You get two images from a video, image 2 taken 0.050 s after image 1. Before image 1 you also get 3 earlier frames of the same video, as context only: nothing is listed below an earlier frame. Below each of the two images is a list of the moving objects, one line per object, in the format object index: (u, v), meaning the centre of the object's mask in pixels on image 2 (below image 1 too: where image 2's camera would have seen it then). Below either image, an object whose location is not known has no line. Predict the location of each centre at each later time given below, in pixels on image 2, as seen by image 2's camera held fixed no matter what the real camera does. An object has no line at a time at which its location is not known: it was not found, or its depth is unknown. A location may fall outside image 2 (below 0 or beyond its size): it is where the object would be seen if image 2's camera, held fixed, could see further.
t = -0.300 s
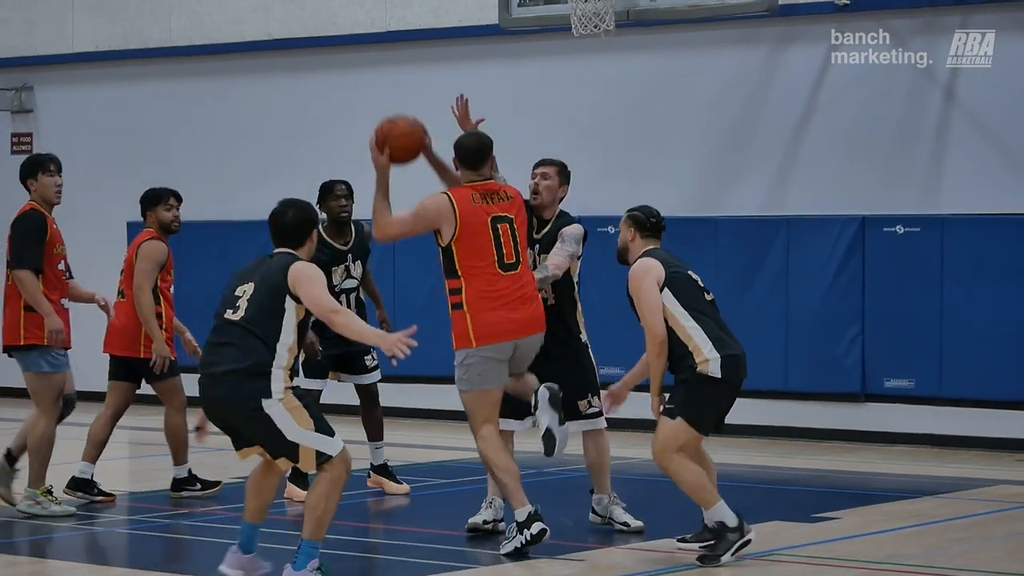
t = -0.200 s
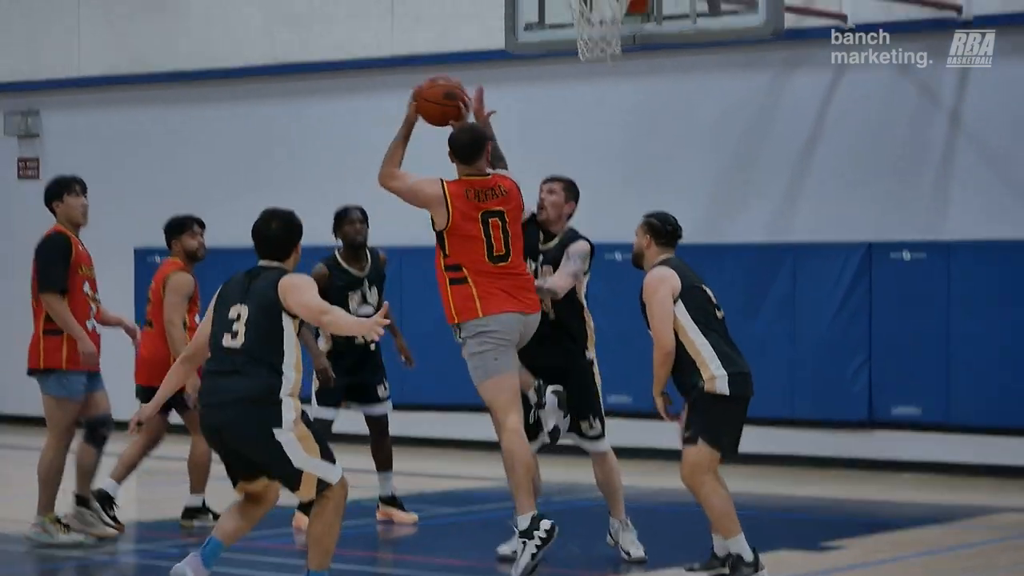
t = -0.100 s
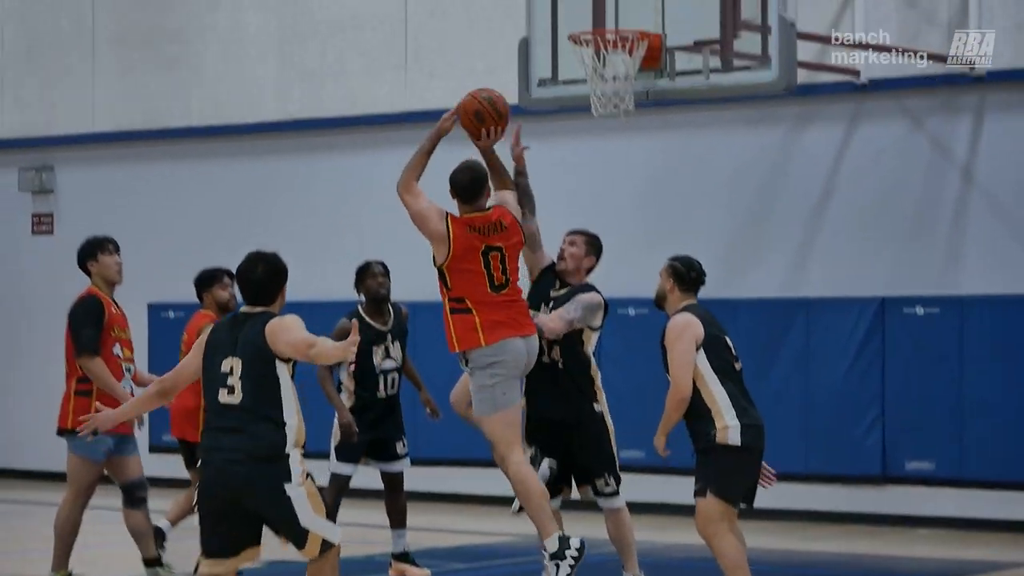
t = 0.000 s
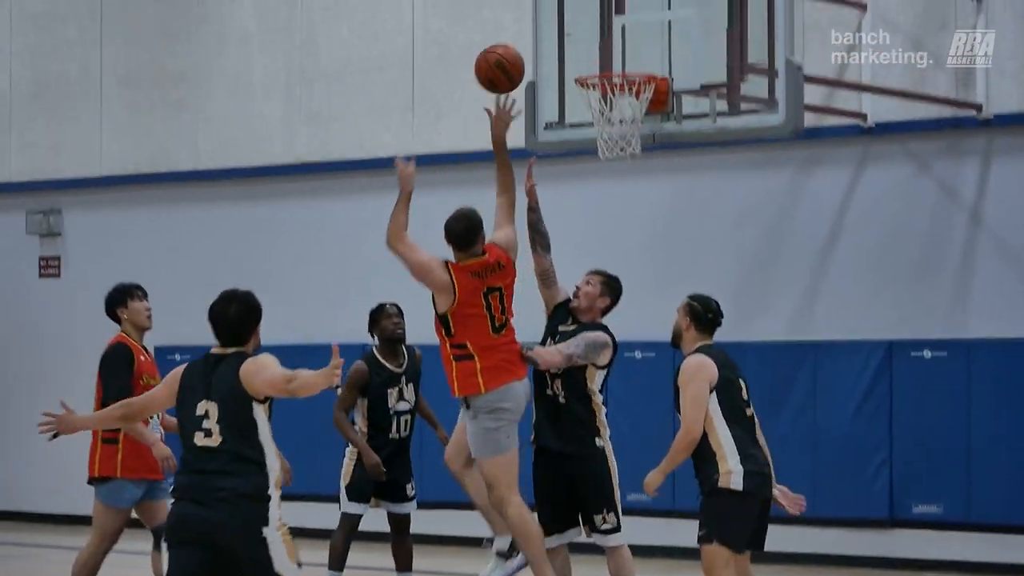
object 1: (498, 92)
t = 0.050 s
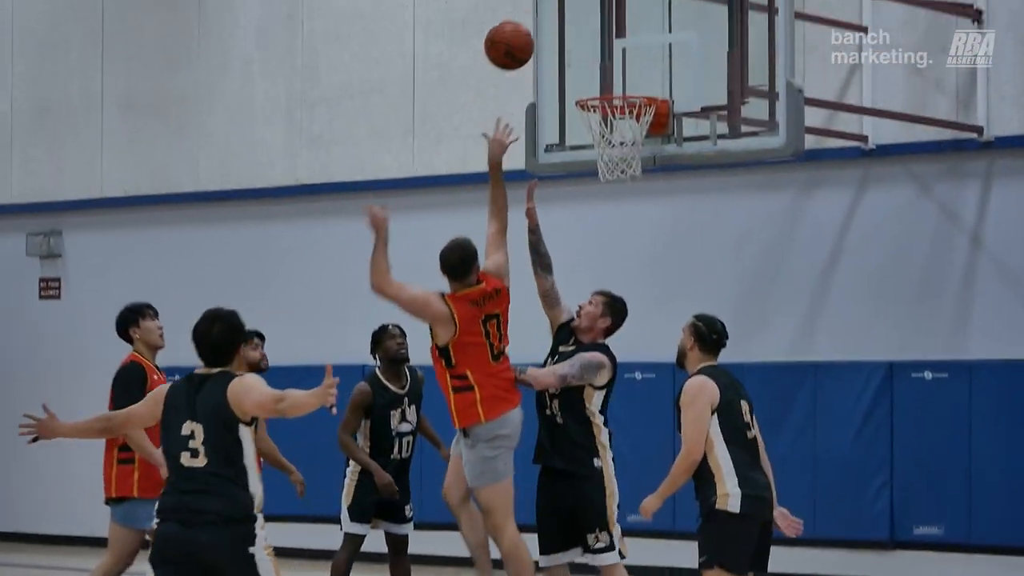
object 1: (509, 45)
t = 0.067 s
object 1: (512, 31)
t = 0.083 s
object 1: (515, 18)
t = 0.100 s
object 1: (518, 6)
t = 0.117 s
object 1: (521, -3)
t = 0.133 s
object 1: (525, -11)
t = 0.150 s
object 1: (527, -16)
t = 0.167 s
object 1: (530, -24)
